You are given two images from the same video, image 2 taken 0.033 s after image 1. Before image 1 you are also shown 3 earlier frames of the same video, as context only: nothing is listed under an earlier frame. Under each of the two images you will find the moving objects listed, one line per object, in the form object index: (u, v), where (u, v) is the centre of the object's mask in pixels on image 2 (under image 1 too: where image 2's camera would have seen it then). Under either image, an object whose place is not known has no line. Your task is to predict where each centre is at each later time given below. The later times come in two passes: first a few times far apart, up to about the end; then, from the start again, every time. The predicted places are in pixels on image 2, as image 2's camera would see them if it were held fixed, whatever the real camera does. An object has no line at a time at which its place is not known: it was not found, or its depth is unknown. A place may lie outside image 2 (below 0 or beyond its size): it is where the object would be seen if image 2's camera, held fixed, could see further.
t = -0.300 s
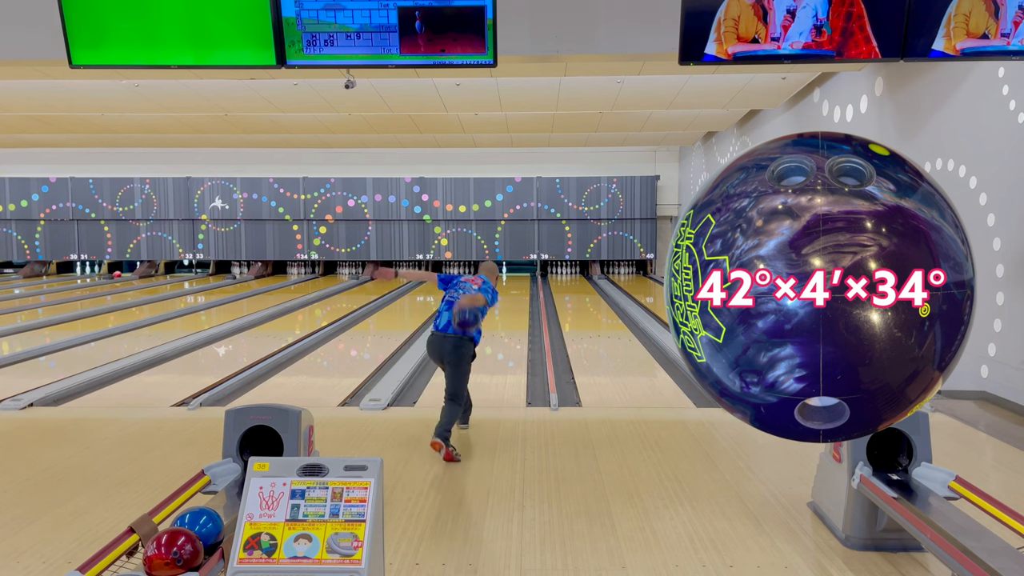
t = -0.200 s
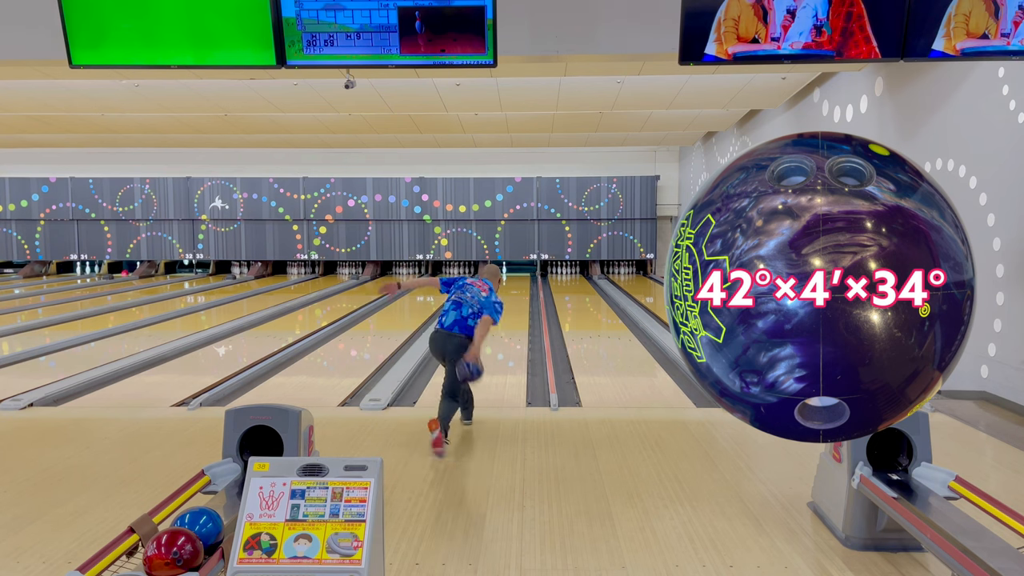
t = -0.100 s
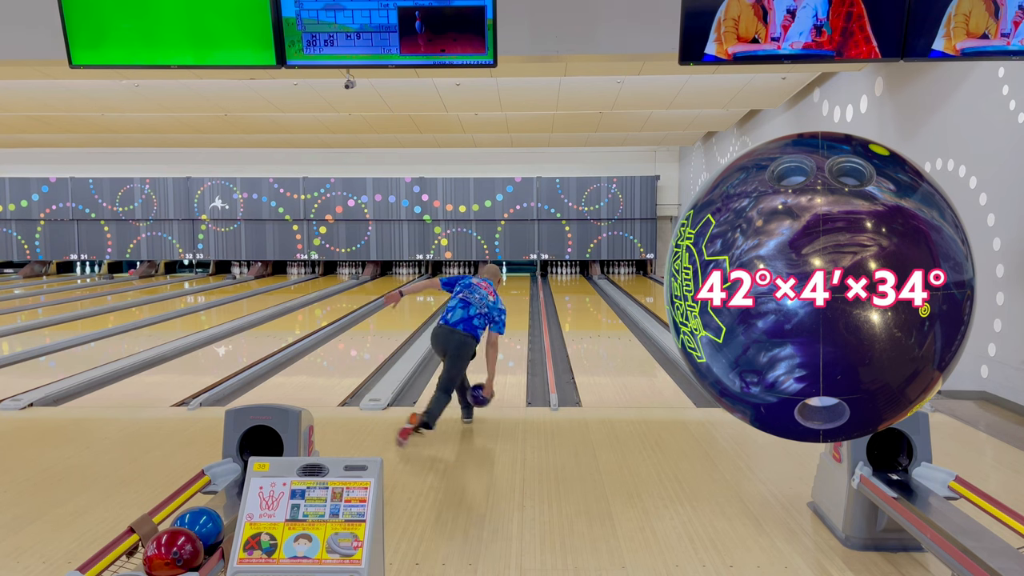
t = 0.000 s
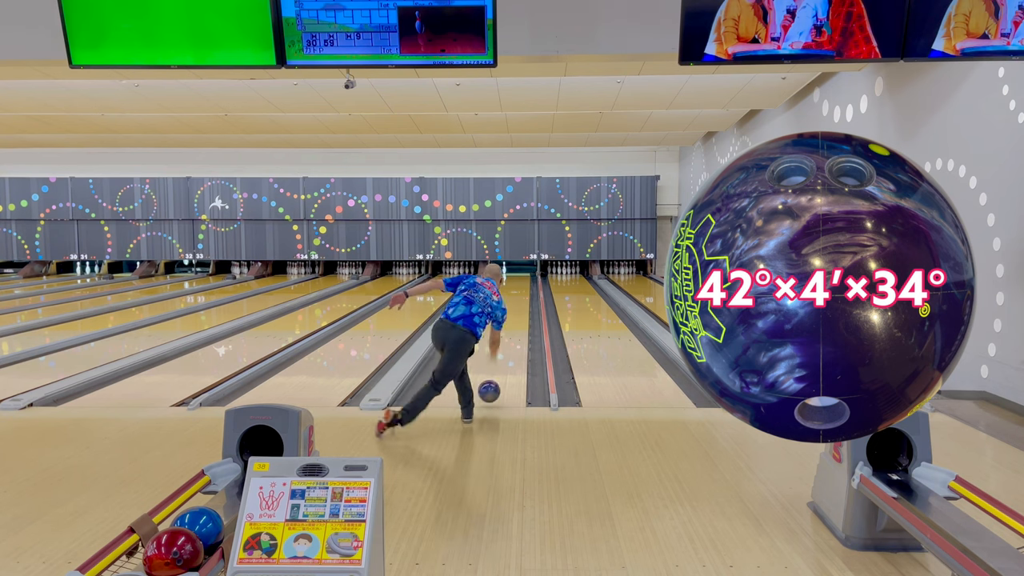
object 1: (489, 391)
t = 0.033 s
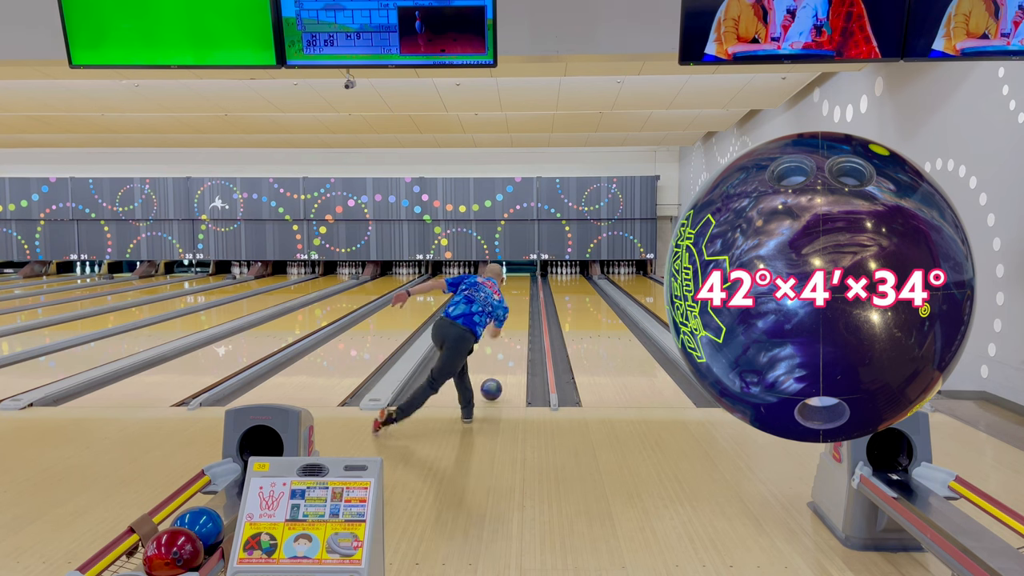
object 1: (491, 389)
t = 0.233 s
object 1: (501, 363)
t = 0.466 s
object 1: (509, 341)
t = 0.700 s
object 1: (514, 325)
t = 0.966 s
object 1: (517, 311)
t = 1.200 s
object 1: (519, 301)
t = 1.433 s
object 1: (519, 294)
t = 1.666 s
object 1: (519, 288)
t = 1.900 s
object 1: (517, 283)
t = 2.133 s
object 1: (514, 279)
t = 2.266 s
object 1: (512, 276)
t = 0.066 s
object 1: (493, 385)
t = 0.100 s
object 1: (495, 380)
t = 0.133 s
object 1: (496, 376)
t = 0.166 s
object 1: (498, 371)
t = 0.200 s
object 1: (500, 367)
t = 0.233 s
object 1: (501, 363)
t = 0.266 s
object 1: (502, 360)
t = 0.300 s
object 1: (504, 356)
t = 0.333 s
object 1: (505, 353)
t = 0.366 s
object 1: (506, 349)
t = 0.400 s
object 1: (507, 346)
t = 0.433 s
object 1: (508, 344)
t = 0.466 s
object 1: (509, 341)
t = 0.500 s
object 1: (510, 339)
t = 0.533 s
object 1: (513, 335)
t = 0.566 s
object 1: (512, 334)
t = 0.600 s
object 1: (512, 331)
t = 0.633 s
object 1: (512, 329)
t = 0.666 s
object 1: (513, 327)
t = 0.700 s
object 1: (514, 325)
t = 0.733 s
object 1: (514, 323)
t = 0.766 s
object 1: (515, 321)
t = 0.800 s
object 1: (515, 319)
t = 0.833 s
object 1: (516, 317)
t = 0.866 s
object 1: (516, 316)
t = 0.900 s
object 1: (516, 314)
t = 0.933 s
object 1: (517, 313)
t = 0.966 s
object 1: (517, 311)
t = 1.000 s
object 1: (518, 309)
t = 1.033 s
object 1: (518, 308)
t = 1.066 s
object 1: (518, 307)
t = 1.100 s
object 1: (518, 305)
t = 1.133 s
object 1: (518, 304)
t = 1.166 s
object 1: (519, 303)
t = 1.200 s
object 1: (519, 301)
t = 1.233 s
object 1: (519, 300)
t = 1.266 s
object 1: (519, 299)
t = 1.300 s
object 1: (519, 298)
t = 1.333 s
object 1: (519, 297)
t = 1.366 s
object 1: (519, 296)
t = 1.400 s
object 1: (519, 295)
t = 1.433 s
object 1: (519, 294)
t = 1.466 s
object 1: (519, 293)
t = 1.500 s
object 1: (519, 292)
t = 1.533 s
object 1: (519, 291)
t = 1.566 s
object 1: (519, 290)
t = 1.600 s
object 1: (519, 290)
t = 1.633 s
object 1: (519, 289)
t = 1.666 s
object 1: (519, 288)
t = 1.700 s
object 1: (518, 287)
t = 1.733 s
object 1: (518, 287)
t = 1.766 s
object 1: (518, 286)
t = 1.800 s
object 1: (518, 285)
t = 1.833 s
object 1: (518, 284)
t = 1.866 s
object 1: (517, 283)
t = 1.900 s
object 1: (517, 283)
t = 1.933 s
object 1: (517, 282)
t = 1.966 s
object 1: (517, 282)
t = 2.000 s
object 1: (516, 281)
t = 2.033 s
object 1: (516, 280)
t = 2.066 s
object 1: (515, 280)
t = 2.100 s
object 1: (515, 279)
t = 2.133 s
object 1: (514, 279)
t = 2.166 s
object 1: (514, 278)
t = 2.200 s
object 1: (513, 277)
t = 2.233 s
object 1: (513, 277)
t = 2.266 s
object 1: (512, 276)
